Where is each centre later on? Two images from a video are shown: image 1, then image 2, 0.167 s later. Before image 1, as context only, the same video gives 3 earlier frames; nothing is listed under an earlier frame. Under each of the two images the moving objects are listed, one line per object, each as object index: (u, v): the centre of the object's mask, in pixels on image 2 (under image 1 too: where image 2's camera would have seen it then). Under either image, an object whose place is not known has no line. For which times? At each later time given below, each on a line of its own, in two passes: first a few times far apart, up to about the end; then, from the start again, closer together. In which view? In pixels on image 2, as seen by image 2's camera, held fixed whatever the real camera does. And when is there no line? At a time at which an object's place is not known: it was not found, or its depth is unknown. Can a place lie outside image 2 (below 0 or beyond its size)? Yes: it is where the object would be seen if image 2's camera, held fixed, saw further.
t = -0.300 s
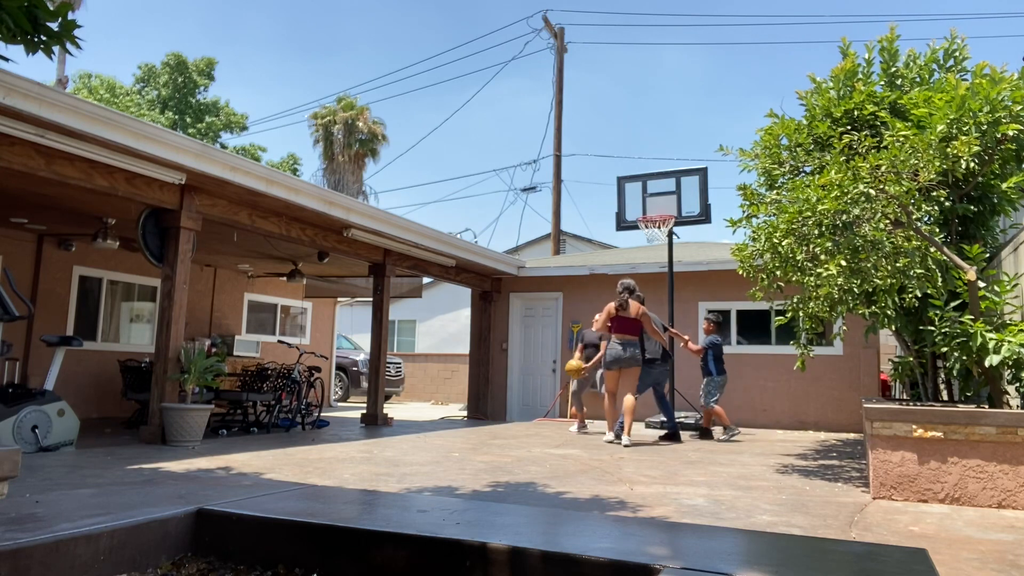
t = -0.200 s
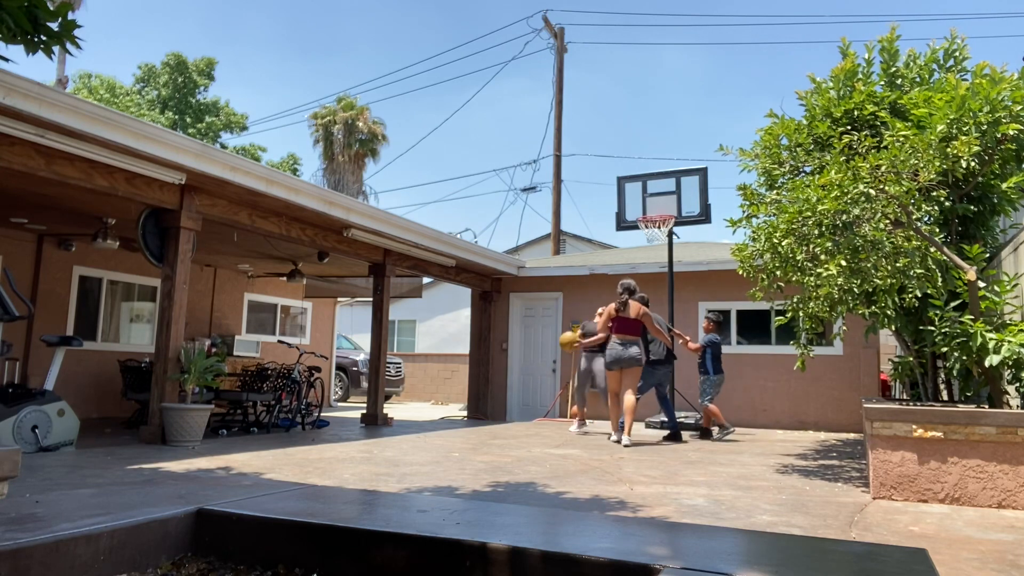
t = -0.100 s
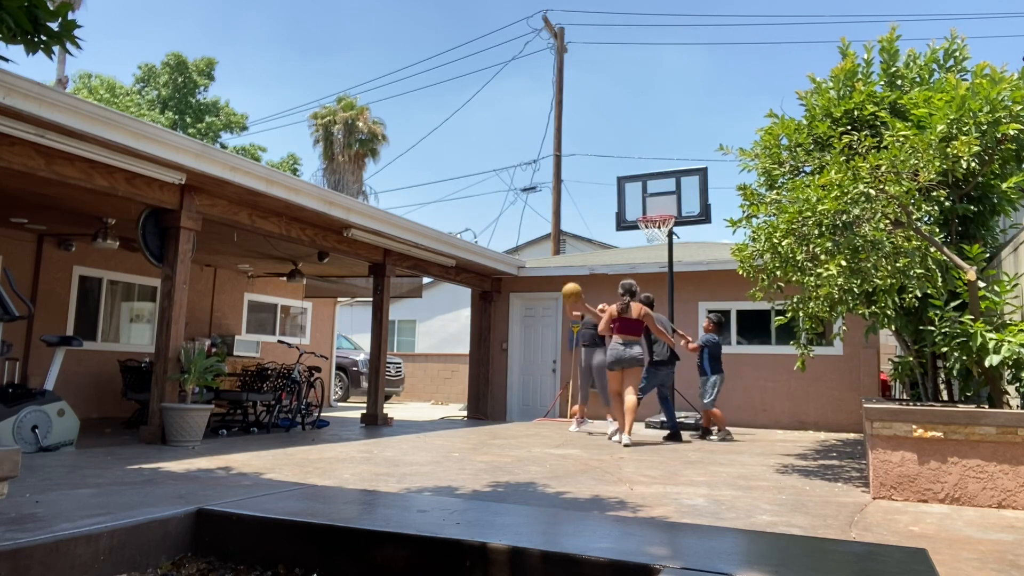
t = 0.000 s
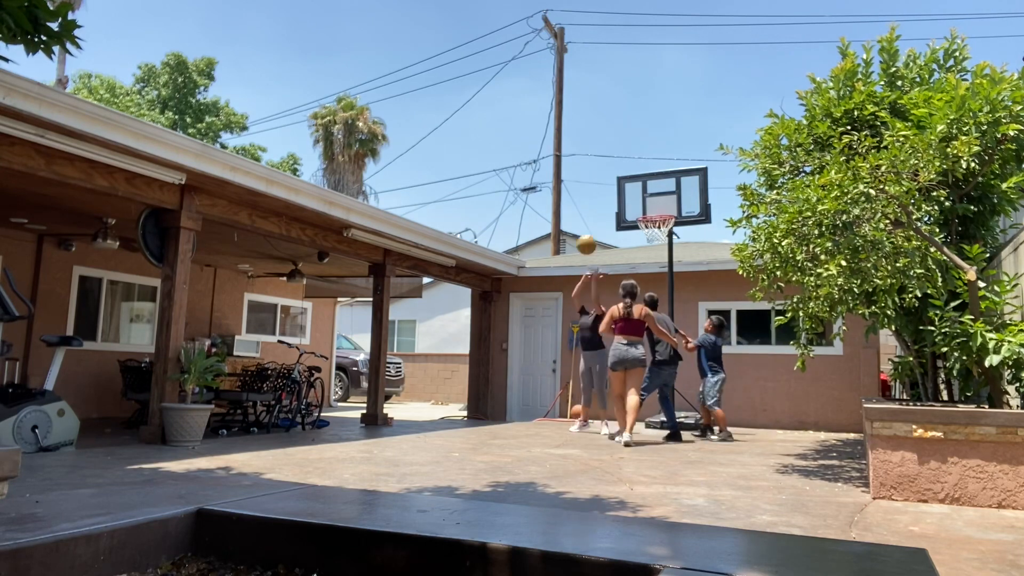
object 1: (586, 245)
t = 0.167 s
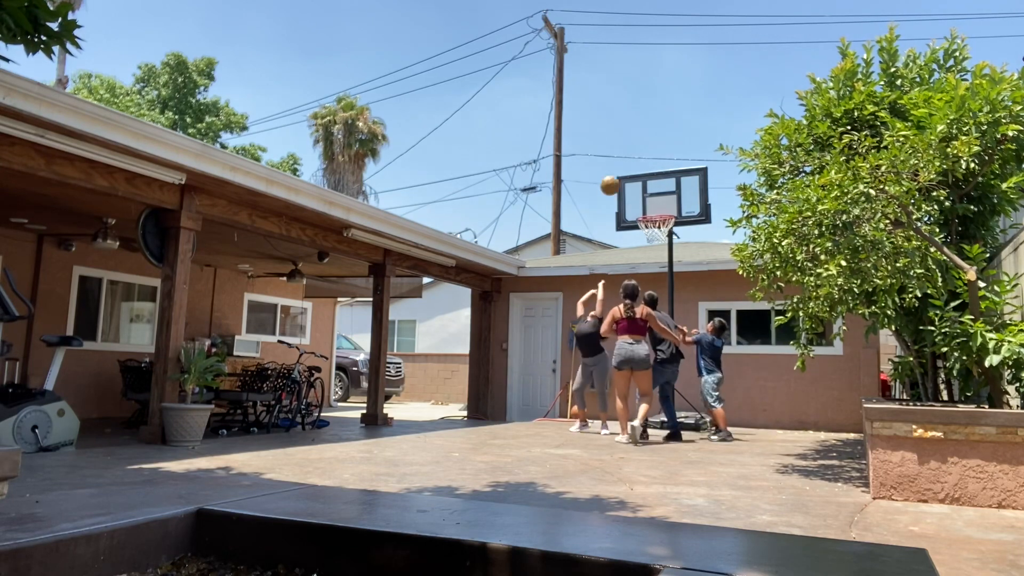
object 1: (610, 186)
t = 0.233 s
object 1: (619, 169)
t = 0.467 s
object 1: (649, 139)
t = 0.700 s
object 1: (676, 150)
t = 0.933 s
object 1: (697, 198)
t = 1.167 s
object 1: (727, 280)
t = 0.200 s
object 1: (614, 176)
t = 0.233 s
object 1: (619, 169)
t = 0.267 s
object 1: (623, 162)
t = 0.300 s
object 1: (628, 156)
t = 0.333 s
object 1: (632, 151)
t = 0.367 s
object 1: (636, 146)
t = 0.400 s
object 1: (640, 143)
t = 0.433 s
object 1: (644, 141)
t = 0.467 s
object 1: (649, 139)
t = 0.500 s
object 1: (653, 138)
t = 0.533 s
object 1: (657, 138)
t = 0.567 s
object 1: (661, 139)
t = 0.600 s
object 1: (665, 141)
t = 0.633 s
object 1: (668, 143)
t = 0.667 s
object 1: (672, 146)
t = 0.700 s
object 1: (676, 150)
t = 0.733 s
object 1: (680, 154)
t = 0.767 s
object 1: (684, 159)
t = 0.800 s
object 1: (687, 163)
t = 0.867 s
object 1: (693, 182)
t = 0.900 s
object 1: (695, 189)
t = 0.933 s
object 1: (697, 198)
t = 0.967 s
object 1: (712, 207)
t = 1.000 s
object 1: (713, 220)
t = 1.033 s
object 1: (713, 230)
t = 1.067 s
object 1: (716, 242)
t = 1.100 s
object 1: (720, 255)
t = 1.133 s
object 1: (723, 267)
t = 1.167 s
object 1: (727, 280)
